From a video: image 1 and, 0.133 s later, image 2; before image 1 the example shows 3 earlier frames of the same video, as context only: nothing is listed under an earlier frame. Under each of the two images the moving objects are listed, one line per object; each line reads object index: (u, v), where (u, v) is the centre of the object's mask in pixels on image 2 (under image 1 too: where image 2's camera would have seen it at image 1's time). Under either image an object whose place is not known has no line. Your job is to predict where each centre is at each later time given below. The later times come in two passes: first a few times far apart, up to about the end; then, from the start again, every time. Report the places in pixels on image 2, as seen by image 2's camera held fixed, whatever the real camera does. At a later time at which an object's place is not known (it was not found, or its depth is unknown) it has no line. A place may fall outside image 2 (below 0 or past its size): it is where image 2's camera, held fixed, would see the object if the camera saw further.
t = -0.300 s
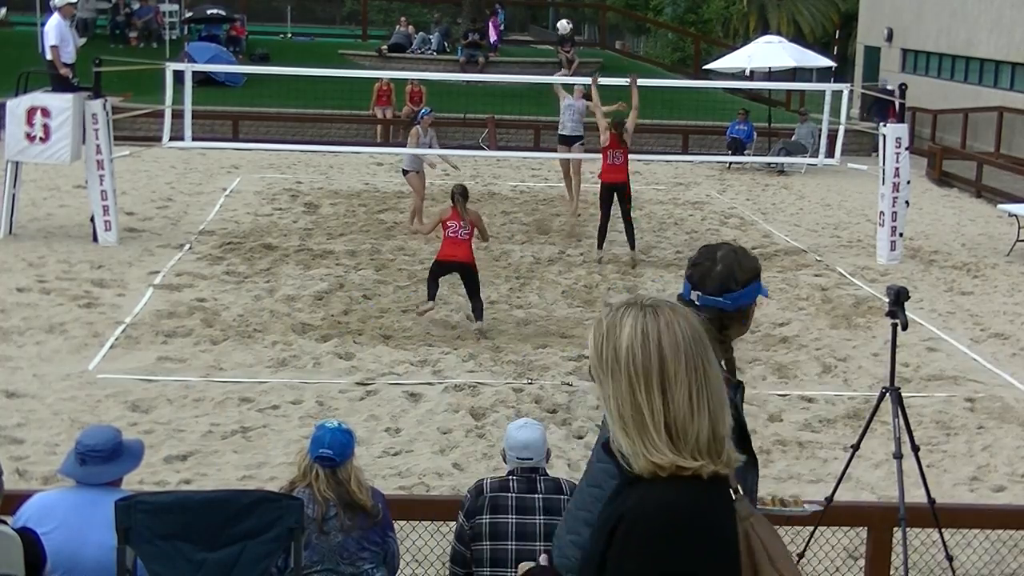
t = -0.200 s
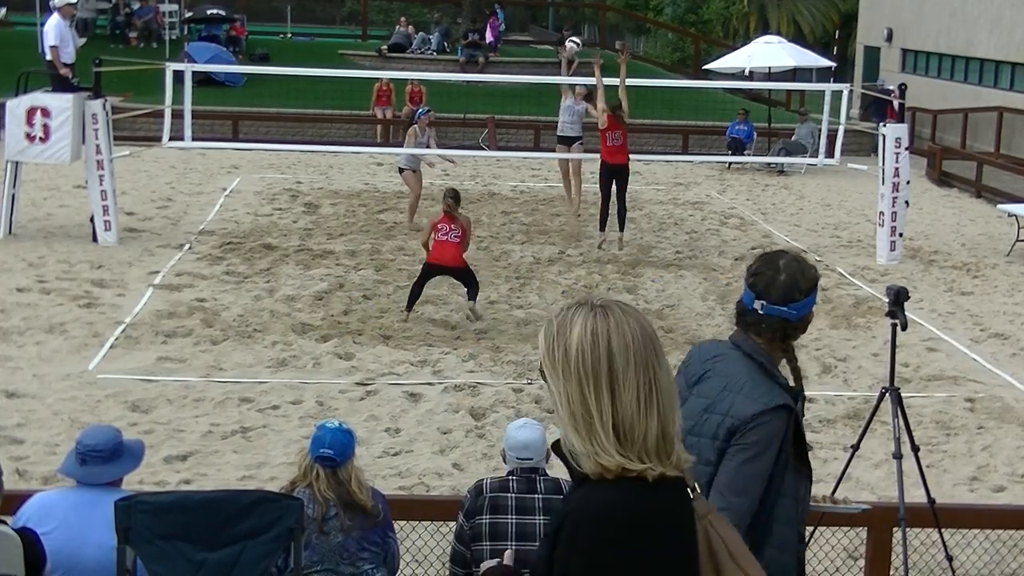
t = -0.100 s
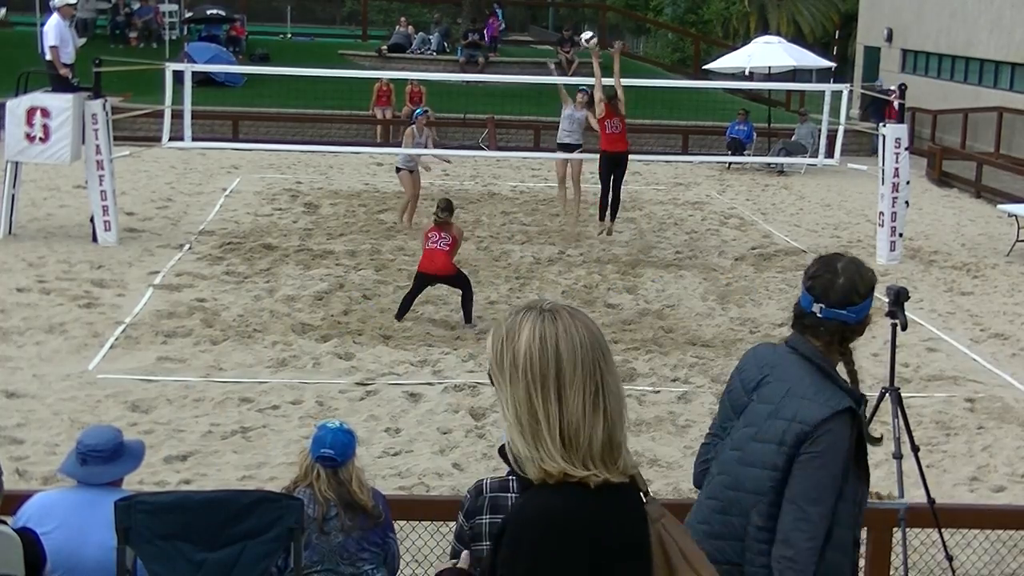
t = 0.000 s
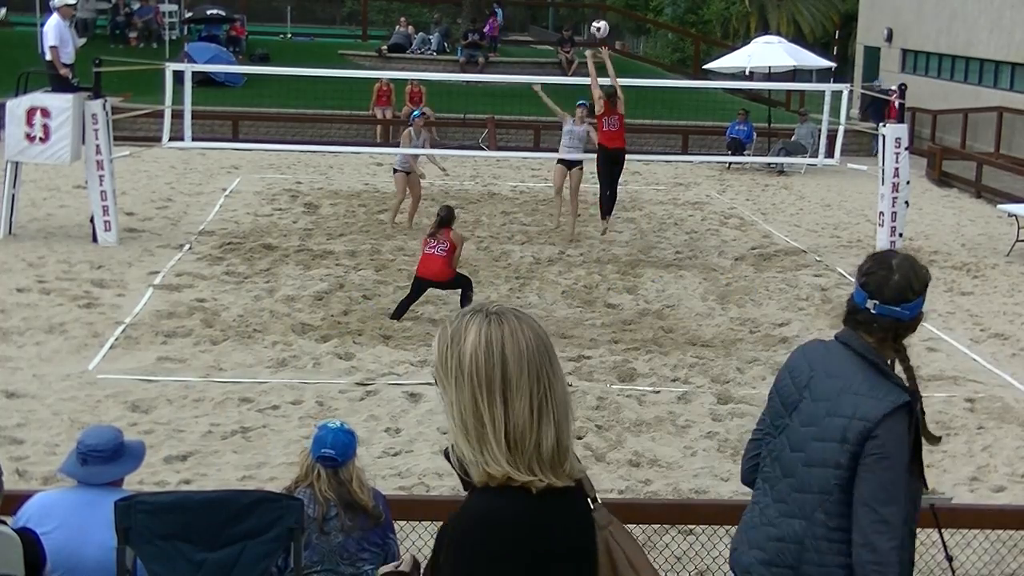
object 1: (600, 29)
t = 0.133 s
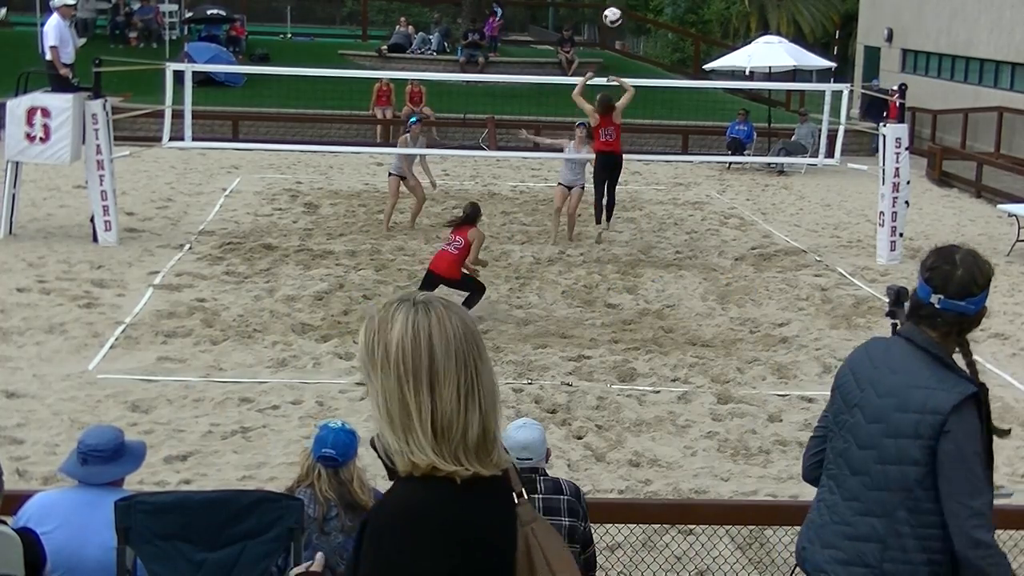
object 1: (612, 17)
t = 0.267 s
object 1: (625, 21)
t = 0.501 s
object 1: (646, 72)
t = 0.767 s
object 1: (669, 214)
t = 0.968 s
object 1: (686, 372)
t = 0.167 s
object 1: (615, 16)
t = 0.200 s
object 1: (618, 17)
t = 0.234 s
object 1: (622, 18)
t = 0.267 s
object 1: (625, 21)
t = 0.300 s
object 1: (627, 25)
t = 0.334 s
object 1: (631, 29)
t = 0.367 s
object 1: (634, 35)
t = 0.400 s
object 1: (637, 43)
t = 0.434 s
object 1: (640, 51)
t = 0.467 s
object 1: (643, 61)
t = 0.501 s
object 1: (646, 72)
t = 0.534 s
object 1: (649, 84)
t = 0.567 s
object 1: (652, 98)
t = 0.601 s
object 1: (655, 113)
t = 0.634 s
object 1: (658, 130)
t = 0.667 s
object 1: (661, 149)
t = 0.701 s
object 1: (664, 169)
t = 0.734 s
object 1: (667, 191)
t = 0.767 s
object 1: (669, 214)
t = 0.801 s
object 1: (672, 239)
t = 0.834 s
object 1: (675, 266)
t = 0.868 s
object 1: (678, 294)
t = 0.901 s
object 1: (680, 324)
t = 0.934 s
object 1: (684, 356)
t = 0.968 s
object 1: (686, 372)
